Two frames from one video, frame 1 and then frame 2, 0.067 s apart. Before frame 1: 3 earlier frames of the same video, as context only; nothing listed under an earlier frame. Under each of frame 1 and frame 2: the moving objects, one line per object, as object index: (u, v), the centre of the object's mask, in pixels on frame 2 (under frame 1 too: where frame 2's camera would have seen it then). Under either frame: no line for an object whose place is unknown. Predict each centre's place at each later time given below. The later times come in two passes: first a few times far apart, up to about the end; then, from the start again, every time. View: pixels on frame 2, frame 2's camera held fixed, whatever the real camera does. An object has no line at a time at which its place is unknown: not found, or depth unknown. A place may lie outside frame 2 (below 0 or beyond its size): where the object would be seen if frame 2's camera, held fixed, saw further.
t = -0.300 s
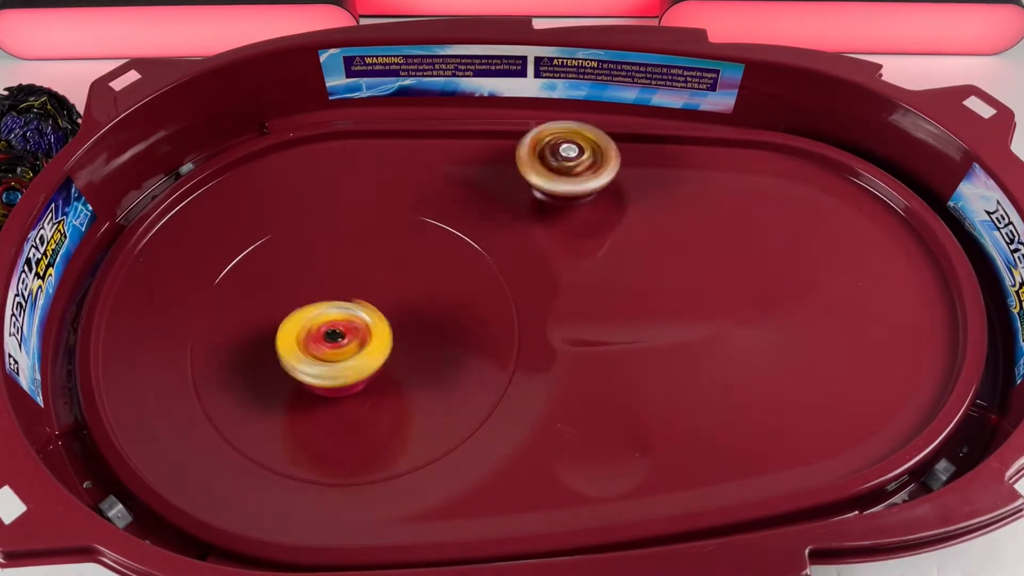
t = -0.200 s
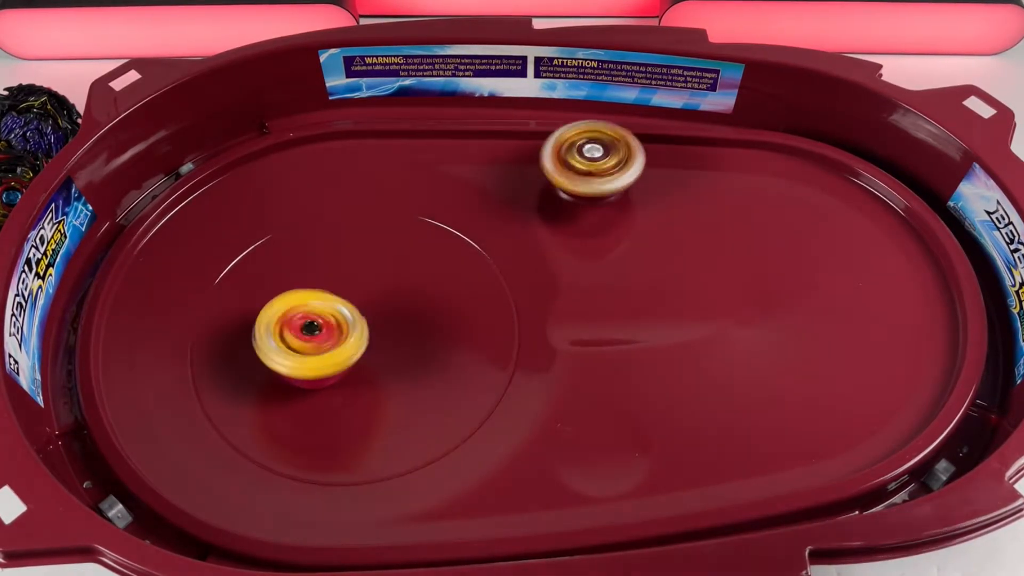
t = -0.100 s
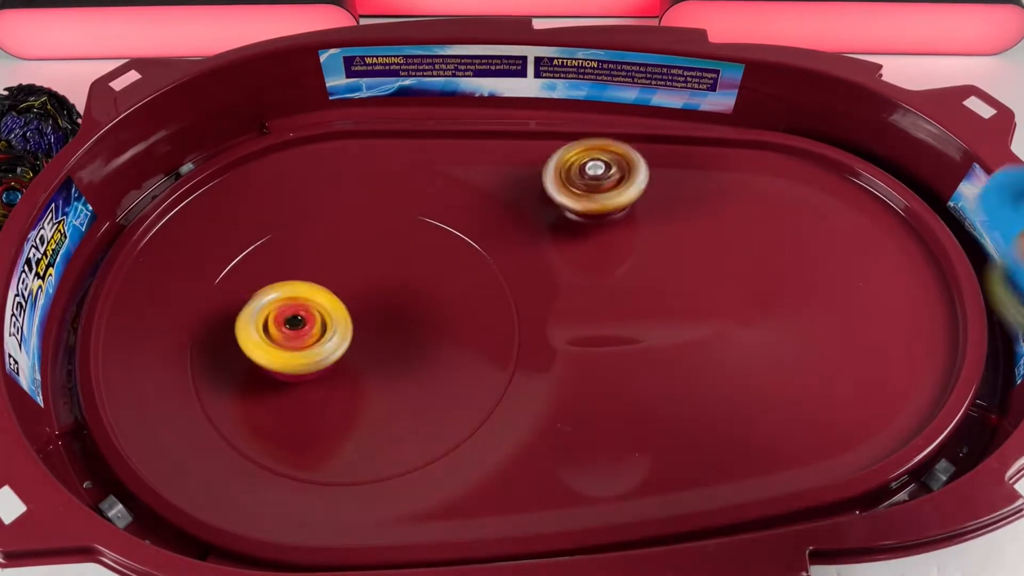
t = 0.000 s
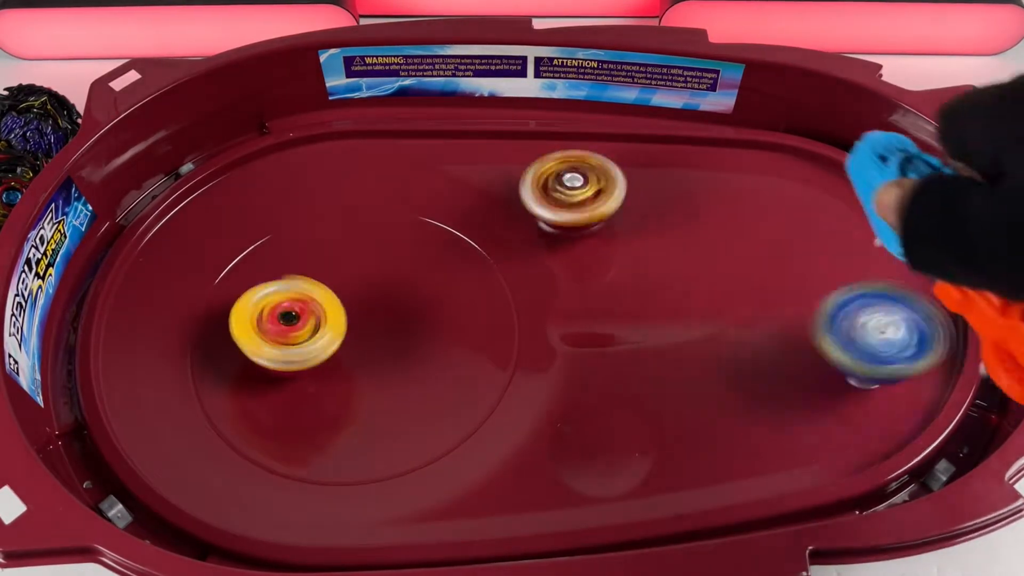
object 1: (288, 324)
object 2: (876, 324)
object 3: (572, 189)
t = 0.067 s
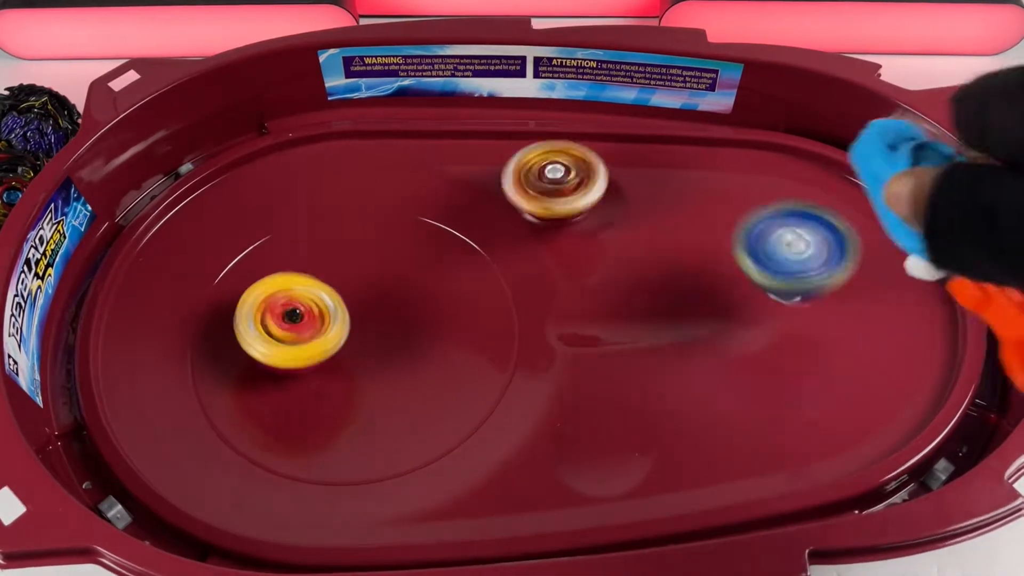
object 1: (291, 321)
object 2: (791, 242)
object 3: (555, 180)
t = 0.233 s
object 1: (328, 314)
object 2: (659, 128)
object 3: (507, 146)
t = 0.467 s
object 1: (382, 302)
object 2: (722, 151)
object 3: (240, 267)
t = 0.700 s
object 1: (390, 295)
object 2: (765, 282)
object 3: (213, 429)
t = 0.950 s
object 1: (364, 325)
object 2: (681, 365)
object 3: (490, 329)
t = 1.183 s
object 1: (341, 360)
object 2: (559, 372)
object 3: (448, 240)
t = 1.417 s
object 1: (281, 357)
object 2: (412, 397)
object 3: (236, 270)
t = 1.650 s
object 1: (242, 352)
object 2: (367, 364)
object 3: (180, 236)
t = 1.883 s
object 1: (332, 374)
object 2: (459, 305)
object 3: (451, 213)
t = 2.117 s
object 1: (386, 301)
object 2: (453, 408)
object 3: (501, 150)
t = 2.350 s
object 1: (403, 272)
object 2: (276, 369)
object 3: (482, 192)
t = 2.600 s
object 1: (284, 392)
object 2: (308, 191)
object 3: (382, 310)
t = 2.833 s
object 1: (253, 451)
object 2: (450, 237)
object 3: (314, 337)
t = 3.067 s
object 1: (344, 370)
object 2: (463, 389)
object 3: (322, 281)
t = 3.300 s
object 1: (305, 322)
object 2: (362, 418)
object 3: (335, 226)
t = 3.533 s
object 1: (256, 289)
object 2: (329, 378)
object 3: (383, 212)
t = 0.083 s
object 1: (293, 319)
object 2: (768, 228)
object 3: (552, 180)
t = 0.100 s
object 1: (295, 320)
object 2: (743, 219)
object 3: (550, 176)
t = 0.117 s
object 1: (299, 319)
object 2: (719, 214)
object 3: (550, 173)
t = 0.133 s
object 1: (303, 319)
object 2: (698, 210)
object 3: (551, 170)
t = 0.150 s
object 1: (306, 317)
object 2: (679, 194)
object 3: (552, 166)
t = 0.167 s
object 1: (309, 313)
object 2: (661, 178)
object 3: (556, 163)
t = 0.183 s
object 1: (313, 312)
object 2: (646, 164)
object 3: (553, 161)
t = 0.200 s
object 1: (318, 314)
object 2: (646, 148)
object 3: (541, 159)
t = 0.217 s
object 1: (323, 315)
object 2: (654, 137)
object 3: (525, 150)
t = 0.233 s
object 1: (328, 314)
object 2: (659, 128)
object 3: (507, 146)
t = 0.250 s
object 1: (334, 315)
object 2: (666, 123)
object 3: (486, 143)
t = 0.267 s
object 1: (339, 313)
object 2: (670, 120)
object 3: (466, 144)
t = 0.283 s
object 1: (344, 313)
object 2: (676, 115)
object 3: (448, 149)
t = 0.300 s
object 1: (348, 311)
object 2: (682, 107)
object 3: (428, 158)
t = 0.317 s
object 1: (353, 311)
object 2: (686, 104)
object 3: (410, 169)
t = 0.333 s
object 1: (357, 312)
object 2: (691, 104)
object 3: (393, 185)
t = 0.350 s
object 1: (361, 310)
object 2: (694, 111)
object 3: (372, 192)
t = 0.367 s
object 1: (366, 310)
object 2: (699, 116)
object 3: (354, 201)
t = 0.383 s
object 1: (369, 308)
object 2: (702, 123)
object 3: (333, 210)
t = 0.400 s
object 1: (374, 307)
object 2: (706, 129)
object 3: (314, 220)
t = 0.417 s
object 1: (376, 305)
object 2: (711, 134)
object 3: (294, 231)
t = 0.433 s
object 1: (379, 303)
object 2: (715, 140)
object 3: (276, 243)
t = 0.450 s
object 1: (381, 303)
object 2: (719, 145)
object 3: (258, 254)
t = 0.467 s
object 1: (382, 302)
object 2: (722, 151)
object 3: (240, 267)
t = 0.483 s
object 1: (384, 301)
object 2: (726, 158)
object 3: (224, 279)
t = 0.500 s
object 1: (386, 299)
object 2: (730, 165)
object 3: (209, 294)
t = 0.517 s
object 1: (388, 298)
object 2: (734, 172)
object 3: (195, 306)
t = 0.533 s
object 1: (389, 297)
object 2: (738, 181)
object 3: (183, 321)
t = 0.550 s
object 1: (389, 295)
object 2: (742, 189)
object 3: (173, 333)
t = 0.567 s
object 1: (390, 295)
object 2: (744, 196)
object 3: (164, 348)
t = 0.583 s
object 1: (390, 295)
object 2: (748, 206)
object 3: (157, 361)
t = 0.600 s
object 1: (391, 294)
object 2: (751, 215)
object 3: (152, 376)
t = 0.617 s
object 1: (392, 294)
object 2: (755, 226)
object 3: (150, 387)
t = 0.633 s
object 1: (393, 293)
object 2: (758, 236)
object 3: (150, 400)
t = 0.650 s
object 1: (392, 293)
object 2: (761, 247)
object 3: (164, 405)
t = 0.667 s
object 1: (391, 293)
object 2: (763, 259)
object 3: (178, 414)
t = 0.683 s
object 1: (390, 294)
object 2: (764, 271)
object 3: (195, 423)
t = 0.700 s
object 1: (390, 295)
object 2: (765, 282)
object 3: (213, 429)
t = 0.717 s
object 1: (389, 296)
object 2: (764, 292)
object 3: (233, 433)
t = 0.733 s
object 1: (388, 297)
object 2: (762, 301)
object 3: (253, 436)
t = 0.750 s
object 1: (387, 298)
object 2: (759, 310)
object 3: (275, 435)
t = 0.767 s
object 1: (385, 299)
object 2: (755, 318)
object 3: (297, 435)
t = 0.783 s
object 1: (383, 301)
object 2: (750, 326)
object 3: (319, 430)
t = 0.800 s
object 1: (381, 304)
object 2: (746, 332)
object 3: (342, 426)
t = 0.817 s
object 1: (379, 306)
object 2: (739, 339)
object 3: (362, 418)
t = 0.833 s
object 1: (378, 308)
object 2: (734, 344)
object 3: (384, 411)
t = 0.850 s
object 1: (376, 308)
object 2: (727, 349)
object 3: (404, 399)
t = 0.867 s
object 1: (373, 309)
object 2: (720, 353)
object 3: (422, 390)
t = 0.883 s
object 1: (369, 313)
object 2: (712, 358)
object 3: (439, 377)
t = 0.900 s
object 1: (367, 316)
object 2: (704, 361)
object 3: (454, 365)
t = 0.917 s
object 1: (366, 321)
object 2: (697, 363)
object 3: (468, 353)
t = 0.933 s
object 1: (365, 323)
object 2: (690, 365)
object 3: (478, 340)
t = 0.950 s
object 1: (364, 325)
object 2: (681, 365)
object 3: (490, 329)
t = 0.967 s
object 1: (362, 328)
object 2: (675, 367)
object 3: (496, 316)
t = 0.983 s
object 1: (360, 331)
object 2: (665, 367)
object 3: (504, 307)
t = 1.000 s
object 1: (358, 334)
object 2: (657, 367)
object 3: (507, 295)
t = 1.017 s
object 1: (355, 337)
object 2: (648, 367)
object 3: (510, 286)
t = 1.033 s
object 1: (355, 340)
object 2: (640, 365)
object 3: (510, 276)
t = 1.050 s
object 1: (353, 342)
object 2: (632, 366)
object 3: (508, 268)
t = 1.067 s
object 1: (352, 344)
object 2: (622, 364)
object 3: (506, 261)
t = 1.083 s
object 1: (350, 347)
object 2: (613, 365)
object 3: (501, 254)
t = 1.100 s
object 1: (347, 349)
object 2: (604, 364)
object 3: (496, 249)
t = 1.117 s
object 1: (345, 353)
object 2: (595, 364)
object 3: (488, 244)
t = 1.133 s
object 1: (344, 355)
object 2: (585, 365)
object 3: (481, 242)
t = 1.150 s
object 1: (344, 356)
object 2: (575, 368)
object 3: (471, 242)
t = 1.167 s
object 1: (342, 358)
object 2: (567, 370)
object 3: (461, 240)
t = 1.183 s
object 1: (341, 360)
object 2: (559, 372)
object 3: (448, 240)
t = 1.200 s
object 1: (339, 363)
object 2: (550, 374)
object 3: (437, 240)
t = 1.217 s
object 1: (337, 364)
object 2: (541, 376)
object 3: (423, 242)
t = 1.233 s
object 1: (337, 366)
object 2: (530, 379)
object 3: (410, 242)
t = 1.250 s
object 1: (336, 366)
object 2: (521, 380)
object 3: (395, 246)
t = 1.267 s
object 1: (336, 367)
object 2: (510, 382)
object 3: (381, 248)
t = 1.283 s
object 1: (335, 367)
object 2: (495, 385)
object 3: (366, 252)
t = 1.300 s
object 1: (333, 368)
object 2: (481, 388)
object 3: (350, 256)
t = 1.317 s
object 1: (332, 369)
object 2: (464, 390)
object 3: (335, 260)
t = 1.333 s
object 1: (332, 369)
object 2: (445, 391)
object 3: (318, 266)
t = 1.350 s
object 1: (331, 368)
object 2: (426, 392)
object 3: (304, 269)
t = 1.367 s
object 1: (318, 364)
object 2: (418, 388)
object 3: (287, 275)
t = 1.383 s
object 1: (305, 358)
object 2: (416, 389)
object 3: (273, 278)
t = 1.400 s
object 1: (291, 359)
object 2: (414, 392)
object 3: (252, 277)
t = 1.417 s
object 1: (281, 357)
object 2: (412, 397)
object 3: (236, 270)
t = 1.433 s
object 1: (271, 356)
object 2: (406, 396)
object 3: (220, 268)
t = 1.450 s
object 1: (265, 354)
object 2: (402, 396)
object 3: (206, 266)
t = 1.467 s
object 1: (256, 352)
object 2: (394, 395)
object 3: (196, 264)
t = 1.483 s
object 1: (250, 351)
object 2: (387, 394)
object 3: (185, 263)
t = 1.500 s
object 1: (244, 349)
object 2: (379, 393)
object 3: (178, 262)
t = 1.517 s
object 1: (241, 349)
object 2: (372, 390)
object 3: (171, 263)
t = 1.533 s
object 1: (240, 345)
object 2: (363, 388)
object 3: (167, 265)
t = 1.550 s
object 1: (238, 344)
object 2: (355, 384)
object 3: (165, 266)
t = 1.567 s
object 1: (236, 342)
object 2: (347, 380)
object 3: (165, 270)
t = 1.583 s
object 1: (235, 342)
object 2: (340, 375)
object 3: (167, 273)
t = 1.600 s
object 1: (231, 338)
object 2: (343, 371)
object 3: (168, 274)
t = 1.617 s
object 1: (234, 340)
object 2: (351, 369)
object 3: (161, 258)
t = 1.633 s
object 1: (235, 346)
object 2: (360, 367)
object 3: (164, 245)
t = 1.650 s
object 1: (242, 352)
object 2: (367, 364)
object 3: (180, 236)
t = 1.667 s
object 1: (248, 356)
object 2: (375, 361)
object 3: (196, 230)
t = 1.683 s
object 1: (252, 362)
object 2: (381, 358)
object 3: (214, 231)
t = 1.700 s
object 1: (263, 366)
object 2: (387, 354)
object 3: (232, 228)
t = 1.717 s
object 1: (269, 367)
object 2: (391, 350)
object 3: (252, 226)
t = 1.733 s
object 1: (279, 372)
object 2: (395, 346)
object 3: (272, 220)
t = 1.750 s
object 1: (292, 374)
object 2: (398, 342)
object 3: (294, 220)
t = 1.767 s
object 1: (298, 374)
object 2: (401, 337)
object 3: (315, 218)
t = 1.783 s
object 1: (311, 377)
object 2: (403, 333)
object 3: (338, 221)
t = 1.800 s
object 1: (322, 376)
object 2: (407, 328)
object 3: (360, 222)
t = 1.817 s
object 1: (323, 377)
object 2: (417, 321)
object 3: (383, 222)
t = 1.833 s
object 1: (327, 378)
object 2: (427, 312)
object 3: (403, 226)
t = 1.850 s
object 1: (326, 377)
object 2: (436, 304)
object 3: (424, 227)
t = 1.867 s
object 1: (329, 377)
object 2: (446, 300)
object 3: (442, 226)
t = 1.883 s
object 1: (332, 374)
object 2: (459, 305)
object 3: (451, 213)
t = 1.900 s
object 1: (333, 373)
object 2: (469, 313)
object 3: (460, 201)
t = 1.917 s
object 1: (338, 369)
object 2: (478, 322)
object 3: (468, 190)
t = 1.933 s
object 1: (340, 365)
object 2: (486, 329)
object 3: (475, 181)
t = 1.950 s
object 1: (344, 361)
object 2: (491, 336)
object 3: (477, 171)
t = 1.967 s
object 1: (348, 354)
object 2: (494, 345)
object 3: (482, 165)
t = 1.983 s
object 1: (352, 351)
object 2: (495, 352)
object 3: (486, 162)
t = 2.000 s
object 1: (357, 344)
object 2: (496, 360)
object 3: (489, 157)
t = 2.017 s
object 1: (361, 338)
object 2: (494, 367)
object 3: (490, 149)
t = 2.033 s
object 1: (365, 333)
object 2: (492, 375)
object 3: (495, 147)
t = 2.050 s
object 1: (369, 325)
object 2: (488, 382)
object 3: (496, 144)
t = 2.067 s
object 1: (374, 320)
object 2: (481, 390)
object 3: (498, 142)
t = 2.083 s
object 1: (377, 313)
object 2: (474, 397)
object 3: (499, 143)
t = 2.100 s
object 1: (381, 307)
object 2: (464, 403)
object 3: (500, 147)
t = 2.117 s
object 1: (386, 301)
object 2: (453, 408)
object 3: (501, 150)
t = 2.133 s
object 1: (388, 295)
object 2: (441, 413)
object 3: (501, 151)
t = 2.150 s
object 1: (392, 290)
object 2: (428, 417)
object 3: (502, 152)
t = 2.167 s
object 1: (395, 284)
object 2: (414, 420)
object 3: (501, 155)
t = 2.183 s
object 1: (398, 281)
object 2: (399, 422)
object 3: (501, 158)
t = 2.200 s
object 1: (400, 277)
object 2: (383, 422)
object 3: (501, 158)
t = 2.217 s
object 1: (402, 273)
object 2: (368, 422)
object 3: (500, 162)
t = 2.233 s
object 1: (404, 271)
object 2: (354, 420)
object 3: (499, 166)
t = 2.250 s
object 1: (404, 269)
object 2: (340, 417)
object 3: (499, 167)
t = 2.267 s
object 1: (405, 268)
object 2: (328, 412)
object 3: (496, 169)
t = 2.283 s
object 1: (406, 267)
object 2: (315, 406)
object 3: (494, 174)
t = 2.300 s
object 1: (405, 268)
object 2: (304, 398)
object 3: (493, 178)
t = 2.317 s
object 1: (405, 268)
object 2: (294, 390)
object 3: (490, 179)
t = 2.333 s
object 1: (403, 269)
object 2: (285, 380)
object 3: (484, 184)
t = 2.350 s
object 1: (403, 272)
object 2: (276, 369)
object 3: (482, 192)
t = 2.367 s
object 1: (401, 274)
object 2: (270, 358)
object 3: (476, 199)
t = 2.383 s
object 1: (397, 279)
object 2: (264, 345)
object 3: (471, 204)
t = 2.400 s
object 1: (390, 286)
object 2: (260, 331)
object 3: (467, 207)
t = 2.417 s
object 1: (381, 297)
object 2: (257, 318)
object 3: (464, 211)
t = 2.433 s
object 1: (373, 306)
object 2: (256, 304)
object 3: (461, 217)
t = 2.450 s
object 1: (362, 317)
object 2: (257, 290)
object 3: (457, 223)
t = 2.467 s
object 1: (354, 326)
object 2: (257, 276)
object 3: (451, 230)
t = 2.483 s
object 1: (343, 336)
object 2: (259, 264)
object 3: (445, 239)
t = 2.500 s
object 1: (334, 347)
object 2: (264, 250)
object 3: (439, 247)
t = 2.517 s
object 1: (326, 354)
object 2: (269, 238)
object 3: (430, 256)
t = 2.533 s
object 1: (316, 364)
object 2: (275, 227)
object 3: (421, 267)
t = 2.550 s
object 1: (308, 371)
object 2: (282, 216)
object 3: (412, 277)
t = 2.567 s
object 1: (298, 380)
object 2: (289, 207)
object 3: (403, 288)
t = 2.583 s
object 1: (292, 386)
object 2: (298, 199)
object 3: (392, 298)
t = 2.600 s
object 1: (284, 392)
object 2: (308, 191)
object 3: (382, 310)
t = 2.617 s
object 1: (279, 399)
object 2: (317, 186)
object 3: (371, 320)
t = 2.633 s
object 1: (273, 404)
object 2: (327, 181)
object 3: (361, 329)
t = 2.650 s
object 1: (269, 409)
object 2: (339, 179)
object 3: (351, 338)
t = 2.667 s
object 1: (264, 414)
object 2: (349, 177)
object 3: (343, 343)
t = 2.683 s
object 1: (258, 423)
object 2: (359, 177)
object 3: (334, 348)
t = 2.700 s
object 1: (253, 427)
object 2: (371, 180)
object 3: (331, 348)
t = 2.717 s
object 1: (247, 436)
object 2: (383, 183)
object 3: (326, 348)
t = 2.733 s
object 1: (243, 440)
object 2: (395, 187)
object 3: (325, 348)
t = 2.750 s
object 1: (240, 446)
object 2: (406, 193)
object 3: (323, 346)
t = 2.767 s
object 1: (240, 448)
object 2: (414, 200)
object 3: (321, 345)
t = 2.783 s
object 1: (240, 452)
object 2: (425, 207)
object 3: (318, 343)
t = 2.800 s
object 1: (243, 452)
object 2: (435, 217)
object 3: (317, 342)
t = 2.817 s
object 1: (247, 454)
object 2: (443, 226)
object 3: (316, 339)
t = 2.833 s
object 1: (253, 451)
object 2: (450, 237)
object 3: (314, 337)
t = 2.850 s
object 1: (260, 450)
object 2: (455, 249)
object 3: (313, 336)
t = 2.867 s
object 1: (269, 445)
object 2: (461, 262)
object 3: (313, 333)
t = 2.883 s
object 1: (279, 443)
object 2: (466, 275)
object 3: (313, 331)
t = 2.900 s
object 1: (288, 435)
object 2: (468, 287)
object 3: (313, 329)
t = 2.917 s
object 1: (300, 429)
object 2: (470, 301)
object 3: (313, 326)
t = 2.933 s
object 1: (310, 421)
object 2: (470, 314)
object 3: (314, 323)
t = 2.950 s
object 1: (322, 414)
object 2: (470, 328)
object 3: (315, 320)
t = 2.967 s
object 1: (332, 404)
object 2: (467, 342)
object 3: (314, 315)
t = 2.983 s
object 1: (344, 400)
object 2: (462, 354)
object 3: (314, 310)
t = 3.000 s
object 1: (349, 394)
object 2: (460, 363)
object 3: (316, 304)
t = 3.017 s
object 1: (351, 384)
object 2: (461, 371)
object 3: (318, 297)
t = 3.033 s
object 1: (350, 379)
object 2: (463, 378)
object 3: (318, 290)
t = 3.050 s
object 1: (349, 377)
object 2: (465, 384)
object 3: (320, 286)
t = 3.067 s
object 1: (344, 370)
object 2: (463, 389)
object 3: (322, 281)
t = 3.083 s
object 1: (347, 363)
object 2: (461, 394)
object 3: (324, 277)
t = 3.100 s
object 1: (342, 361)
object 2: (457, 399)
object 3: (322, 272)
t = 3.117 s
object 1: (344, 361)
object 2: (451, 404)
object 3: (324, 267)
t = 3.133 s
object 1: (342, 357)
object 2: (445, 406)
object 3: (324, 262)
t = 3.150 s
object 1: (342, 353)
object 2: (436, 409)
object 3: (325, 258)
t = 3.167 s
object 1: (337, 346)
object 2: (426, 413)
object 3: (325, 255)
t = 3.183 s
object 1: (340, 348)
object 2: (416, 414)
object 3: (326, 253)
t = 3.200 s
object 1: (335, 341)
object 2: (406, 414)
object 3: (326, 251)
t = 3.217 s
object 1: (336, 345)
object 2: (393, 414)
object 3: (327, 247)
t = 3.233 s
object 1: (333, 344)
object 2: (384, 412)
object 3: (326, 244)
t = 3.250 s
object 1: (332, 342)
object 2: (373, 410)
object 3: (328, 241)
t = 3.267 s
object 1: (325, 338)
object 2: (366, 407)
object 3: (328, 238)
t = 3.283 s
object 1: (318, 324)
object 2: (366, 414)
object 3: (329, 234)
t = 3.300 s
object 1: (305, 322)
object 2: (362, 418)
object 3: (335, 226)
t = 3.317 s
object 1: (292, 317)
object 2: (361, 423)
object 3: (340, 213)
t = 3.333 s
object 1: (284, 312)
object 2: (359, 426)
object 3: (339, 201)
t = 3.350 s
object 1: (275, 309)
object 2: (356, 428)
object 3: (345, 198)
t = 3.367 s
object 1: (269, 306)
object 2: (352, 428)
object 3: (350, 189)
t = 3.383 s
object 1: (260, 303)
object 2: (348, 428)
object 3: (350, 183)
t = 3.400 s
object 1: (257, 299)
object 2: (345, 425)
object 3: (355, 184)
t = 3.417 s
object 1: (253, 298)
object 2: (342, 422)
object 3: (361, 182)
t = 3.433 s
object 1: (249, 294)
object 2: (338, 419)
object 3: (362, 180)
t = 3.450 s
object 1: (249, 293)
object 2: (336, 414)
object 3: (366, 184)
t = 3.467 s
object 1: (246, 291)
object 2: (335, 408)
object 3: (371, 188)
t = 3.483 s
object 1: (249, 290)
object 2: (333, 402)
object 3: (374, 191)
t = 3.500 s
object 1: (248, 290)
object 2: (330, 395)
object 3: (376, 197)
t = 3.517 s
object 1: (252, 288)
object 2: (330, 386)
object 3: (381, 205)
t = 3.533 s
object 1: (256, 289)
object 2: (329, 378)
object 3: (383, 212)
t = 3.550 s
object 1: (258, 288)
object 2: (329, 370)
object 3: (385, 221)
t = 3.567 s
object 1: (265, 290)
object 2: (328, 360)
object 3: (386, 231)
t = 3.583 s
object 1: (269, 289)
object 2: (332, 351)
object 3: (389, 242)
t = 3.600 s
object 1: (268, 289)
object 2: (337, 344)
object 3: (389, 253)
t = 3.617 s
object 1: (266, 285)
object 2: (345, 338)
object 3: (391, 264)
